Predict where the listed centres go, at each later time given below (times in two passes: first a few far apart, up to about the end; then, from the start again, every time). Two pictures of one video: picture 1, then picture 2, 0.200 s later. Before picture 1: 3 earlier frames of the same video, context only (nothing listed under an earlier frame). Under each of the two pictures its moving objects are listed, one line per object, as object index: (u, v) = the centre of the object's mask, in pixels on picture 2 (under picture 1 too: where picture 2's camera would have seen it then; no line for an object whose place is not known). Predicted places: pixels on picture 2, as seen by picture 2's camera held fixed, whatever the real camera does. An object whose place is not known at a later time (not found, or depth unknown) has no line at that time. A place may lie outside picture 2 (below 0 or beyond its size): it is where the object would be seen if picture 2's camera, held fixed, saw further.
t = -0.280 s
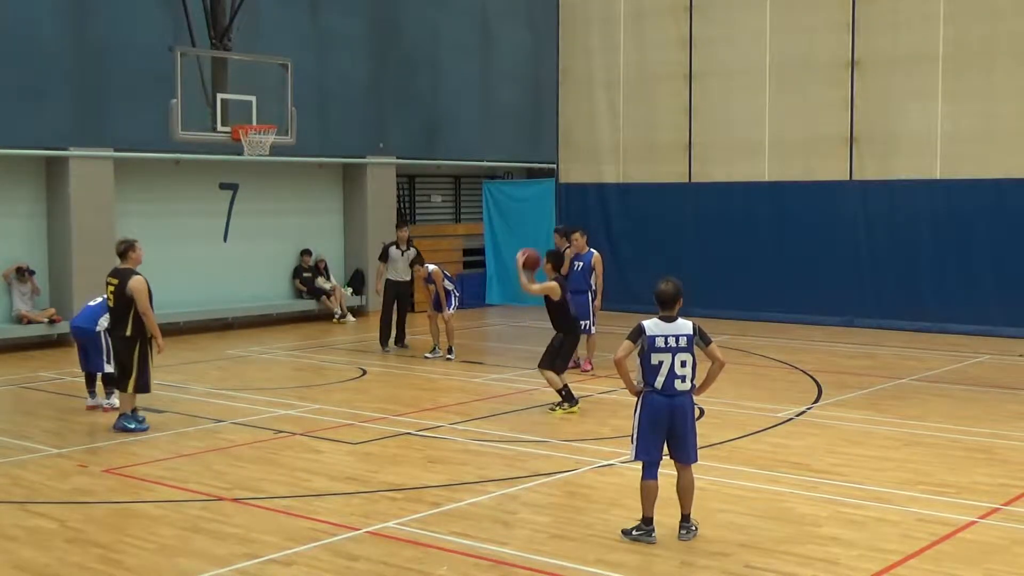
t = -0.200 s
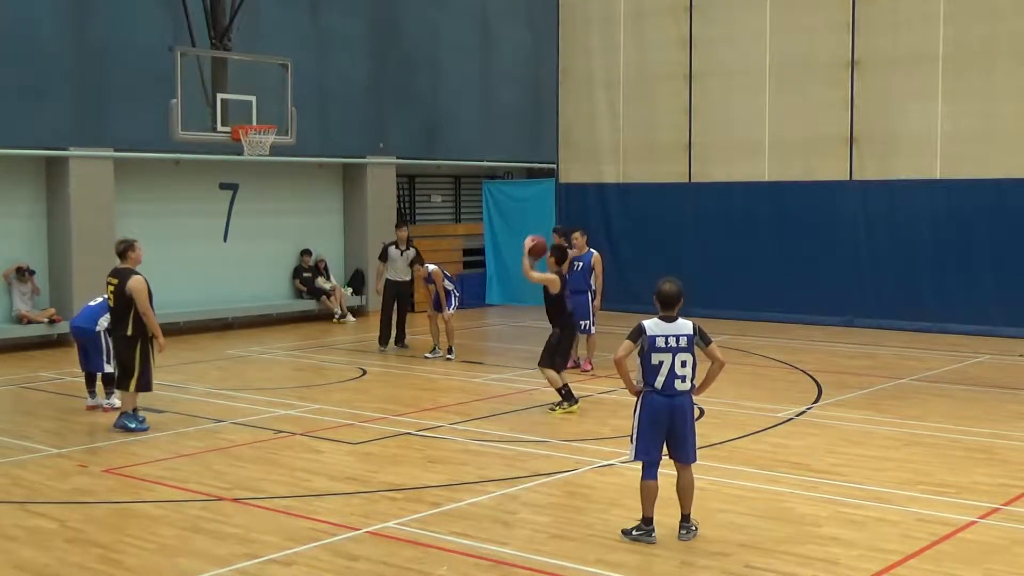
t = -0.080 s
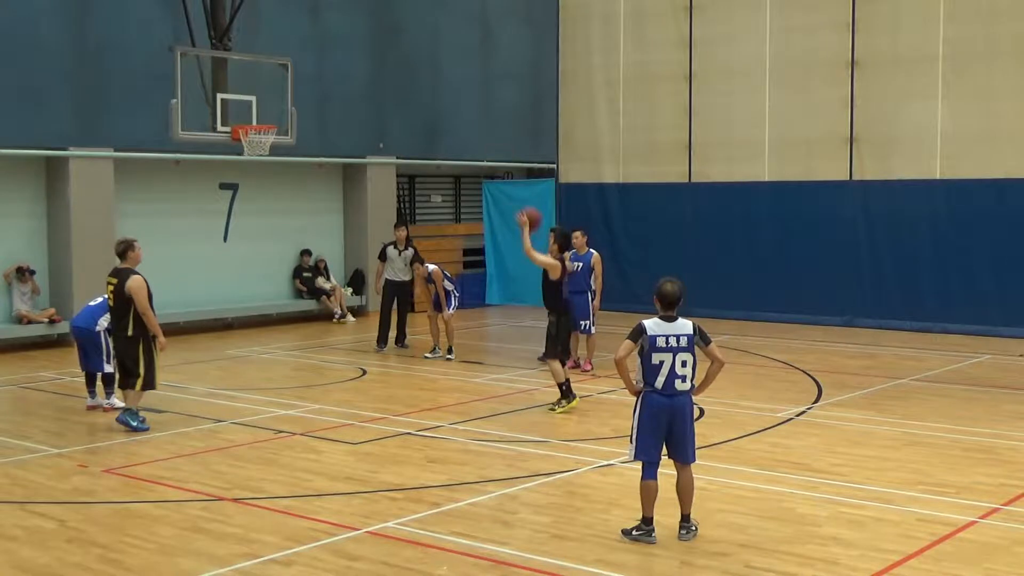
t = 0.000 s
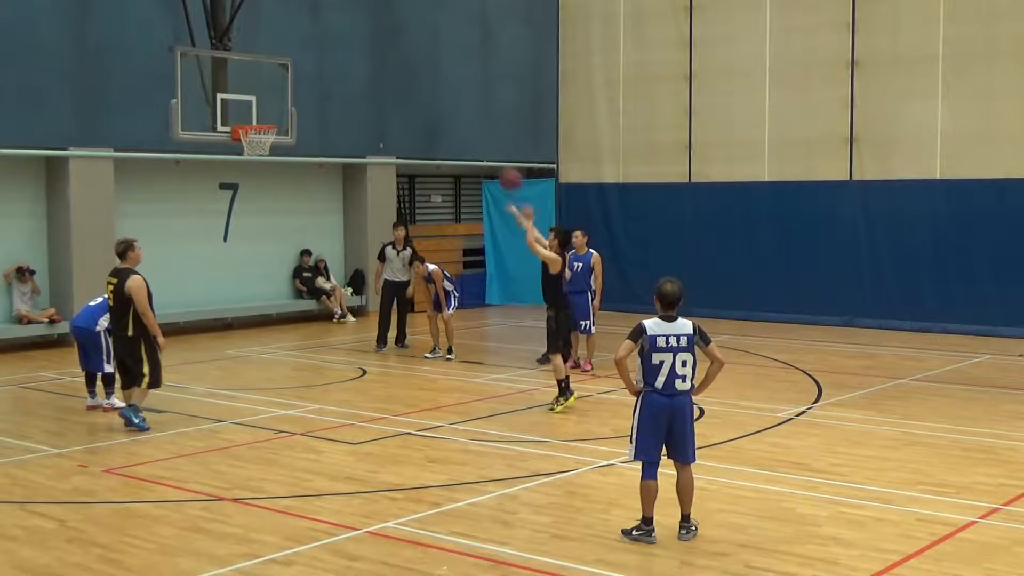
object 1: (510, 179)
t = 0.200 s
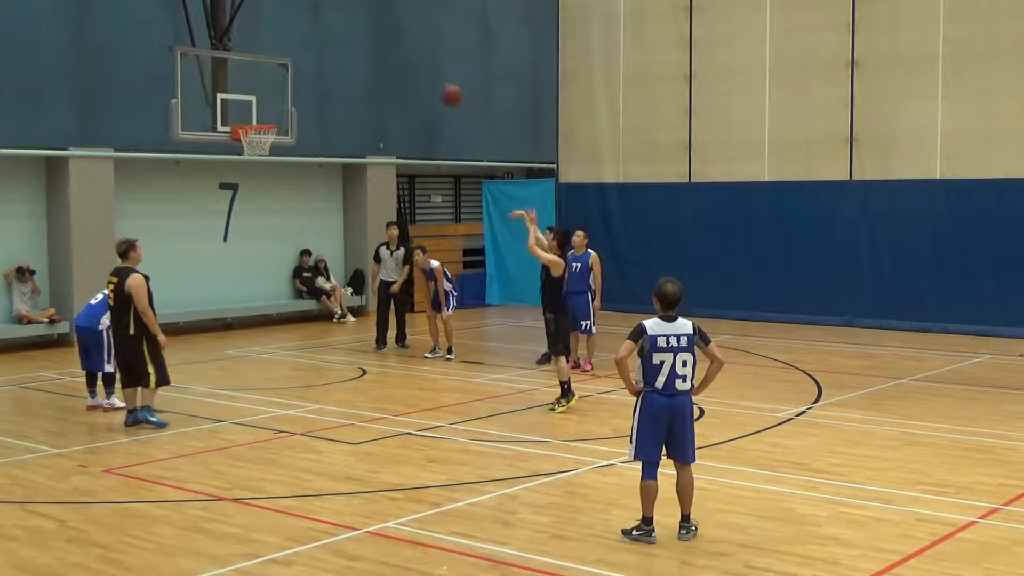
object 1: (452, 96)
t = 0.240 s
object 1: (440, 83)
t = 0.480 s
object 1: (377, 45)
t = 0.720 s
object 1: (321, 56)
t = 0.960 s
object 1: (269, 111)
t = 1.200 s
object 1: (214, 108)
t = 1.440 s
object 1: (156, 137)
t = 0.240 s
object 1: (440, 83)
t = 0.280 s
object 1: (429, 73)
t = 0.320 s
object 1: (419, 64)
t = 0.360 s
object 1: (408, 57)
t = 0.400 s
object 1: (397, 51)
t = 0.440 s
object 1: (387, 47)
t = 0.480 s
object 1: (377, 45)
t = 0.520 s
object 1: (367, 43)
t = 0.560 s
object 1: (357, 43)
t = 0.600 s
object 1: (348, 45)
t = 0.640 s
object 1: (338, 47)
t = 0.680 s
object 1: (329, 50)
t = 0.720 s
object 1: (321, 56)
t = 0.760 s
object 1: (312, 62)
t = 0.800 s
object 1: (302, 69)
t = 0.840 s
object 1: (294, 78)
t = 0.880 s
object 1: (285, 88)
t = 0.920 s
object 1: (277, 99)
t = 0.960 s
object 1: (269, 111)
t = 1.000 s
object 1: (261, 118)
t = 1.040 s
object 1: (252, 115)
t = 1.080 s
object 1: (241, 111)
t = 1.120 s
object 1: (231, 110)
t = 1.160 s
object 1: (223, 108)
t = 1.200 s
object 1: (214, 108)
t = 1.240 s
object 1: (204, 110)
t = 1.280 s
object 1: (196, 112)
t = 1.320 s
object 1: (187, 116)
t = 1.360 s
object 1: (177, 122)
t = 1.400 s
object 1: (166, 129)
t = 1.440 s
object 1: (156, 137)
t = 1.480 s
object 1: (146, 147)
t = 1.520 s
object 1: (136, 159)
